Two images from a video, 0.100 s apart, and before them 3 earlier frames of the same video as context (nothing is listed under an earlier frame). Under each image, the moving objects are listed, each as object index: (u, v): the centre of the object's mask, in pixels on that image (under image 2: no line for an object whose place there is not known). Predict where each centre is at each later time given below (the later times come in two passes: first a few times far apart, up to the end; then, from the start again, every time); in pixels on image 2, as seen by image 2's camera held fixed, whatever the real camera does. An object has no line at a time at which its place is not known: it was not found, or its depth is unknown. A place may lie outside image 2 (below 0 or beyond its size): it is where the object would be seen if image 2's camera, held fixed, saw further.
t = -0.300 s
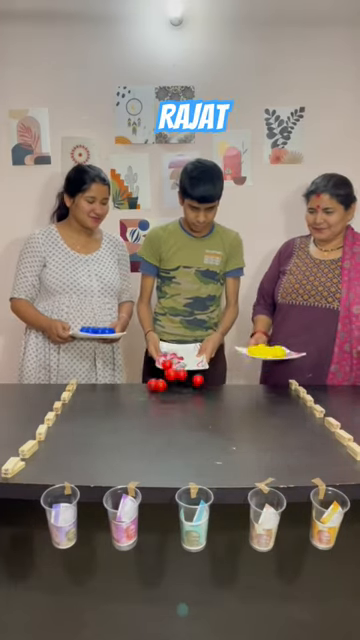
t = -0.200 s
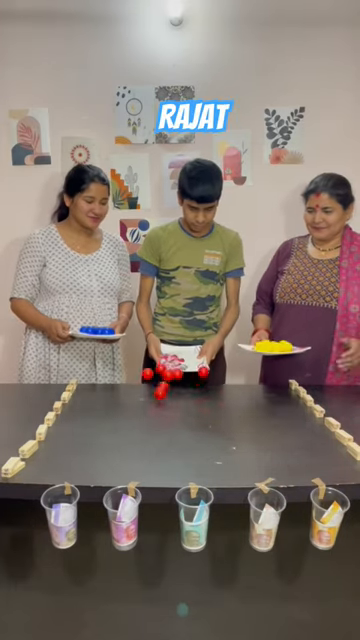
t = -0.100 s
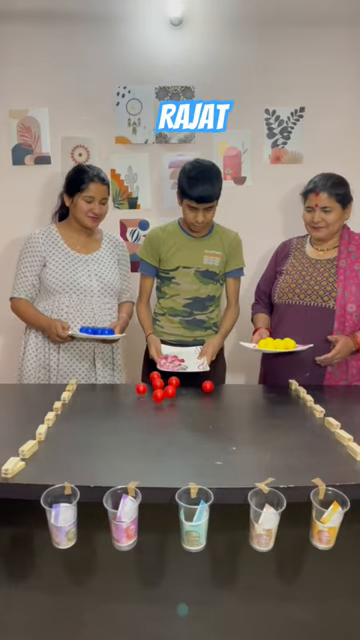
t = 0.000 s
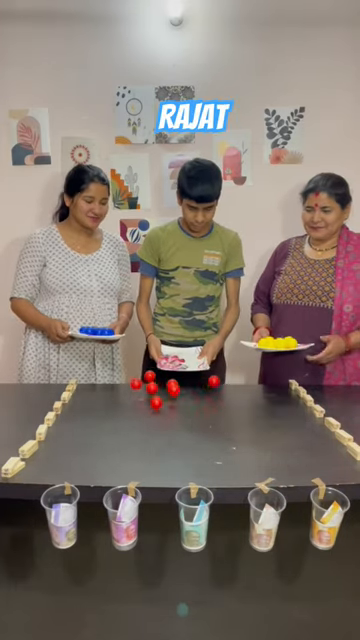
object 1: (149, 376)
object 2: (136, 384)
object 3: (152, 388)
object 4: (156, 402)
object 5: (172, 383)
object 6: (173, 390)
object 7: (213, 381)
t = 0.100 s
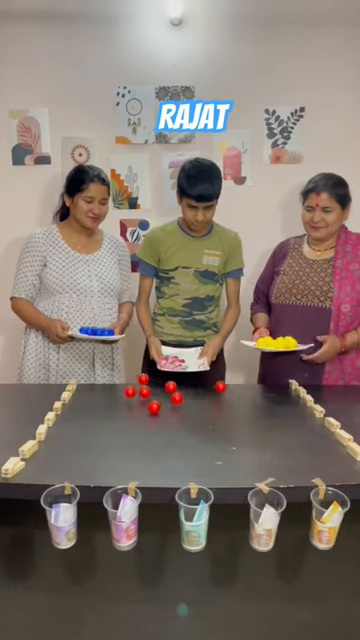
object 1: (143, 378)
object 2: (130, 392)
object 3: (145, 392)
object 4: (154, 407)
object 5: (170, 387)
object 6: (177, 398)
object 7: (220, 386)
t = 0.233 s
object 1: (133, 383)
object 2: (122, 399)
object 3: (135, 398)
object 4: (150, 411)
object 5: (168, 392)
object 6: (180, 401)
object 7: (230, 392)
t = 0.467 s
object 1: (120, 386)
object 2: (105, 411)
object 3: (117, 405)
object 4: (139, 423)
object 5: (164, 404)
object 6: (184, 408)
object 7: (252, 399)
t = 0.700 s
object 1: (104, 389)
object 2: (92, 424)
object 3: (96, 412)
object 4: (128, 437)
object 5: (155, 412)
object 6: (186, 416)
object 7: (273, 404)
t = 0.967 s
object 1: (84, 389)
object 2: (82, 443)
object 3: (71, 425)
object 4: (107, 455)
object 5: (135, 422)
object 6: (183, 426)
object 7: (298, 410)
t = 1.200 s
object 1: (79, 388)
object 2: (77, 459)
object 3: (50, 437)
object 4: (81, 473)
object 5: (114, 430)
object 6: (171, 436)
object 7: (319, 414)
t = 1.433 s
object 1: (79, 388)
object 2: (77, 484)
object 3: (52, 446)
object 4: (61, 514)
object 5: (89, 440)
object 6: (151, 445)
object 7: (336, 415)
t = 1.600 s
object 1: (78, 388)
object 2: (71, 540)
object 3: (55, 452)
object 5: (71, 448)
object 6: (132, 453)
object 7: (343, 417)
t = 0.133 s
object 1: (140, 379)
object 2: (128, 391)
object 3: (142, 395)
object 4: (153, 406)
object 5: (169, 389)
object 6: (178, 396)
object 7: (221, 386)
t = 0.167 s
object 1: (138, 382)
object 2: (126, 394)
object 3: (140, 395)
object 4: (152, 408)
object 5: (169, 393)
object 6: (179, 396)
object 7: (225, 390)
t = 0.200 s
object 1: (136, 384)
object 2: (124, 399)
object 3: (137, 396)
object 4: (151, 410)
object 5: (169, 392)
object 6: (179, 401)
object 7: (227, 392)
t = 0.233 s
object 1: (133, 383)
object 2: (122, 399)
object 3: (135, 398)
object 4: (150, 411)
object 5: (168, 392)
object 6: (180, 401)
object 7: (230, 392)
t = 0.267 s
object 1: (131, 384)
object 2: (119, 402)
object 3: (133, 398)
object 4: (148, 413)
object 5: (168, 397)
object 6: (181, 401)
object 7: (233, 395)
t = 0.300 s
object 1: (130, 385)
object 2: (117, 403)
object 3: (130, 399)
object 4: (147, 415)
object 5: (168, 396)
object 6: (181, 403)
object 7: (236, 394)
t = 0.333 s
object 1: (128, 385)
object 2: (115, 404)
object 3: (127, 401)
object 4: (146, 416)
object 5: (167, 398)
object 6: (182, 405)
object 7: (239, 396)
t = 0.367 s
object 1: (126, 387)
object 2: (112, 406)
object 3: (124, 401)
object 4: (145, 418)
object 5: (166, 399)
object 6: (182, 405)
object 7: (242, 397)
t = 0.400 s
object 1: (124, 386)
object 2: (109, 408)
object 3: (122, 403)
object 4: (143, 420)
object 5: (166, 400)
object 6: (183, 407)
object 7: (246, 397)
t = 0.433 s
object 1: (122, 387)
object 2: (107, 410)
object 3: (119, 404)
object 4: (141, 421)
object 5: (165, 402)
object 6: (183, 407)
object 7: (249, 398)
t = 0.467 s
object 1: (120, 386)
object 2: (105, 411)
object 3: (117, 405)
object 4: (139, 423)
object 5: (164, 404)
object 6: (184, 408)
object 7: (252, 399)
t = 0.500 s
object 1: (119, 387)
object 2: (104, 413)
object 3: (115, 406)
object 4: (138, 425)
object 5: (163, 405)
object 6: (185, 409)
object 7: (256, 400)
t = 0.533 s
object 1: (116, 388)
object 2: (102, 415)
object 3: (112, 407)
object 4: (136, 427)
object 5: (161, 406)
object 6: (185, 410)
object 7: (259, 401)
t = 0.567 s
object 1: (114, 388)
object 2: (100, 416)
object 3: (110, 406)
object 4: (135, 428)
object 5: (160, 407)
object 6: (185, 410)
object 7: (262, 401)
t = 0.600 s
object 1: (112, 388)
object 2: (98, 418)
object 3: (106, 407)
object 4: (133, 430)
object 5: (159, 408)
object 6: (185, 413)
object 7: (264, 402)
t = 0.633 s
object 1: (109, 388)
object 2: (96, 420)
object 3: (103, 410)
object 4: (131, 432)
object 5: (158, 410)
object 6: (185, 414)
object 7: (267, 403)
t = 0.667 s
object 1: (106, 388)
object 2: (94, 422)
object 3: (100, 411)
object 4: (129, 434)
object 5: (157, 411)
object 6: (186, 415)
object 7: (270, 403)
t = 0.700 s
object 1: (104, 389)
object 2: (92, 424)
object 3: (96, 412)
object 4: (128, 437)
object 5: (155, 412)
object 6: (186, 416)
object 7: (273, 404)
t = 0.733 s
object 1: (102, 389)
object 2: (91, 427)
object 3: (94, 413)
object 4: (125, 439)
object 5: (154, 414)
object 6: (186, 418)
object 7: (276, 405)
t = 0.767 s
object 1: (99, 389)
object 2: (90, 429)
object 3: (90, 416)
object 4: (123, 441)
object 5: (152, 415)
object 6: (186, 419)
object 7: (280, 406)
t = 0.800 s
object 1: (97, 388)
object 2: (89, 431)
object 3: (88, 417)
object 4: (121, 443)
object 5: (149, 416)
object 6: (186, 420)
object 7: (283, 407)
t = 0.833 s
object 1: (94, 388)
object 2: (87, 434)
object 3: (84, 419)
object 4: (119, 445)
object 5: (147, 417)
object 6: (186, 421)
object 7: (286, 407)
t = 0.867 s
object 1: (92, 389)
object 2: (85, 436)
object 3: (81, 421)
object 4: (116, 448)
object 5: (144, 419)
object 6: (186, 422)
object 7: (290, 408)
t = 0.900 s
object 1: (89, 389)
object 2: (84, 438)
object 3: (78, 422)
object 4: (113, 450)
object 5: (141, 420)
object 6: (185, 424)
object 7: (293, 409)
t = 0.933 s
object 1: (87, 389)
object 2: (83, 441)
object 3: (74, 424)
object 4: (110, 452)
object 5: (138, 421)
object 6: (184, 425)
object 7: (296, 409)
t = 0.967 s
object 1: (84, 389)
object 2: (82, 443)
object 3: (71, 425)
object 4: (107, 455)
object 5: (135, 422)
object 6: (183, 426)
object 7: (298, 410)
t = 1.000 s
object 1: (82, 389)
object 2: (82, 445)
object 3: (69, 426)
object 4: (104, 457)
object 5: (133, 423)
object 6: (182, 427)
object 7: (301, 410)
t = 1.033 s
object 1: (80, 389)
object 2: (81, 447)
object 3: (65, 428)
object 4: (100, 460)
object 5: (130, 425)
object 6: (181, 429)
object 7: (304, 411)
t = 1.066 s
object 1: (78, 389)
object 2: (80, 450)
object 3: (63, 430)
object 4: (96, 462)
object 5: (127, 426)
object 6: (179, 430)
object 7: (306, 412)
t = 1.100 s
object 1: (79, 389)
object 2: (79, 452)
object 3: (60, 432)
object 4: (93, 465)
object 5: (123, 427)
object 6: (178, 432)
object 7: (310, 413)
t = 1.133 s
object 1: (79, 389)
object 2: (78, 454)
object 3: (57, 433)
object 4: (89, 468)
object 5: (120, 428)
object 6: (176, 433)
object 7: (313, 413)
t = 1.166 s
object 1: (79, 389)
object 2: (77, 457)
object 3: (54, 435)
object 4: (85, 470)
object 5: (117, 429)
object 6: (174, 434)
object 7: (316, 414)
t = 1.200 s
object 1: (79, 388)
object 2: (77, 459)
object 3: (50, 437)
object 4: (81, 473)
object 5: (114, 430)
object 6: (171, 436)
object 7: (319, 414)
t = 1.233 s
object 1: (79, 388)
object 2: (77, 461)
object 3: (47, 439)
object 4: (76, 476)
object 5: (111, 432)
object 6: (169, 437)
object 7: (322, 414)
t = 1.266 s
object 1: (79, 388)
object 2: (77, 465)
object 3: (46, 440)
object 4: (71, 480)
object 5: (107, 433)
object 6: (166, 438)
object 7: (325, 414)
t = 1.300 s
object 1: (79, 388)
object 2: (77, 468)
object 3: (47, 441)
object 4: (66, 489)
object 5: (104, 434)
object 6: (164, 440)
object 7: (328, 414)
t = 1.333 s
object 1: (79, 388)
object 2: (77, 471)
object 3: (49, 442)
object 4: (61, 501)
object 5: (101, 436)
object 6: (161, 441)
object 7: (330, 413)
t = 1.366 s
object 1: (79, 388)
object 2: (77, 474)
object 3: (49, 444)
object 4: (57, 502)
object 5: (97, 437)
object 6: (158, 442)
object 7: (332, 414)
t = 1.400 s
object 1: (79, 388)
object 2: (76, 477)
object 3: (51, 445)
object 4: (58, 506)
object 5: (93, 439)
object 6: (154, 444)
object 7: (334, 414)
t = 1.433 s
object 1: (79, 388)
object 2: (77, 484)
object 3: (52, 446)
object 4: (61, 514)
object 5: (89, 440)
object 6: (151, 445)
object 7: (336, 415)
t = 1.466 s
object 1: (79, 388)
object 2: (77, 492)
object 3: (53, 447)
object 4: (60, 522)
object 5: (85, 442)
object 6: (147, 447)
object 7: (337, 415)
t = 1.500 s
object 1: (78, 388)
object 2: (76, 497)
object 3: (55, 448)
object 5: (82, 444)
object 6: (144, 448)
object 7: (339, 416)
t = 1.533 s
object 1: (78, 388)
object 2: (74, 505)
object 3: (56, 450)
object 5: (77, 445)
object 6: (139, 450)
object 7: (340, 416)
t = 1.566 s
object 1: (78, 388)
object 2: (73, 520)
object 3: (56, 451)
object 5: (73, 447)
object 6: (135, 451)
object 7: (341, 416)
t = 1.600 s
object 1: (78, 388)
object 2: (71, 540)
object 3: (55, 452)
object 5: (71, 448)
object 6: (132, 453)
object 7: (343, 417)
